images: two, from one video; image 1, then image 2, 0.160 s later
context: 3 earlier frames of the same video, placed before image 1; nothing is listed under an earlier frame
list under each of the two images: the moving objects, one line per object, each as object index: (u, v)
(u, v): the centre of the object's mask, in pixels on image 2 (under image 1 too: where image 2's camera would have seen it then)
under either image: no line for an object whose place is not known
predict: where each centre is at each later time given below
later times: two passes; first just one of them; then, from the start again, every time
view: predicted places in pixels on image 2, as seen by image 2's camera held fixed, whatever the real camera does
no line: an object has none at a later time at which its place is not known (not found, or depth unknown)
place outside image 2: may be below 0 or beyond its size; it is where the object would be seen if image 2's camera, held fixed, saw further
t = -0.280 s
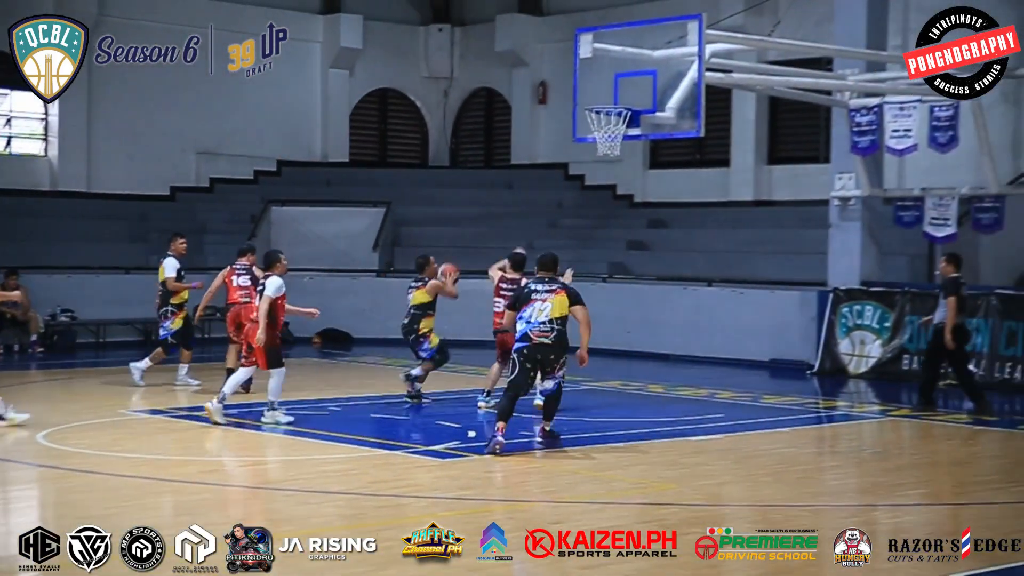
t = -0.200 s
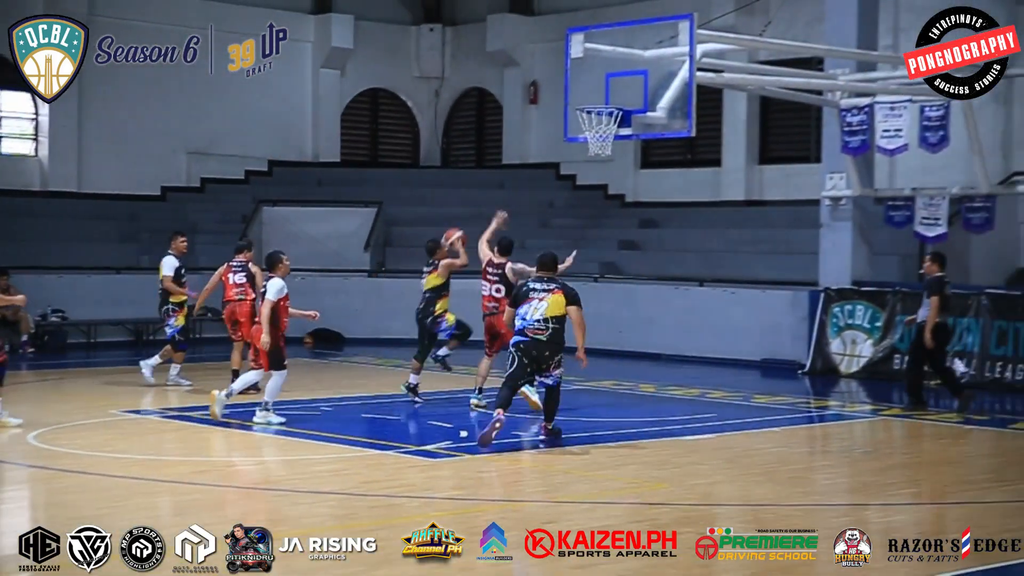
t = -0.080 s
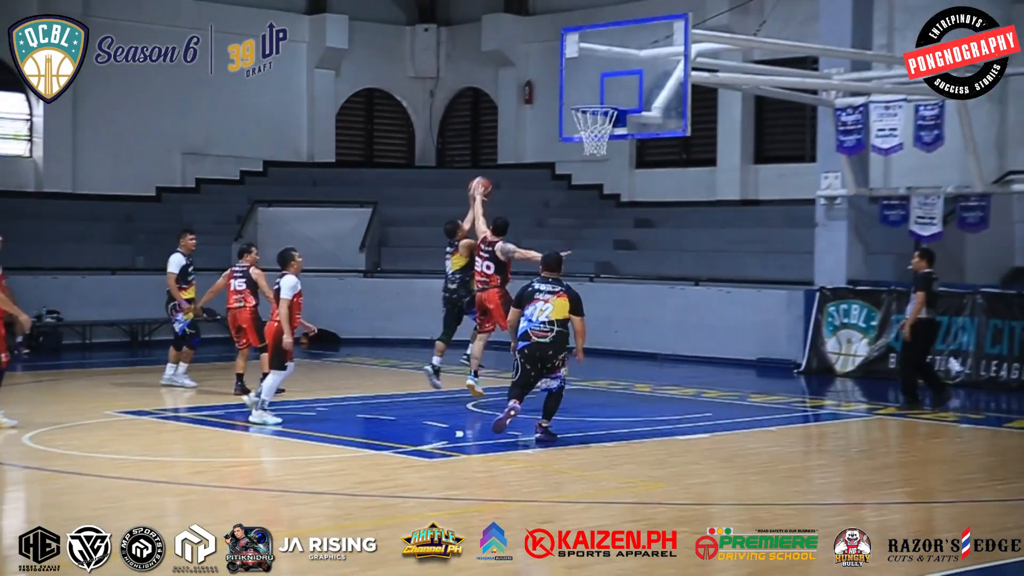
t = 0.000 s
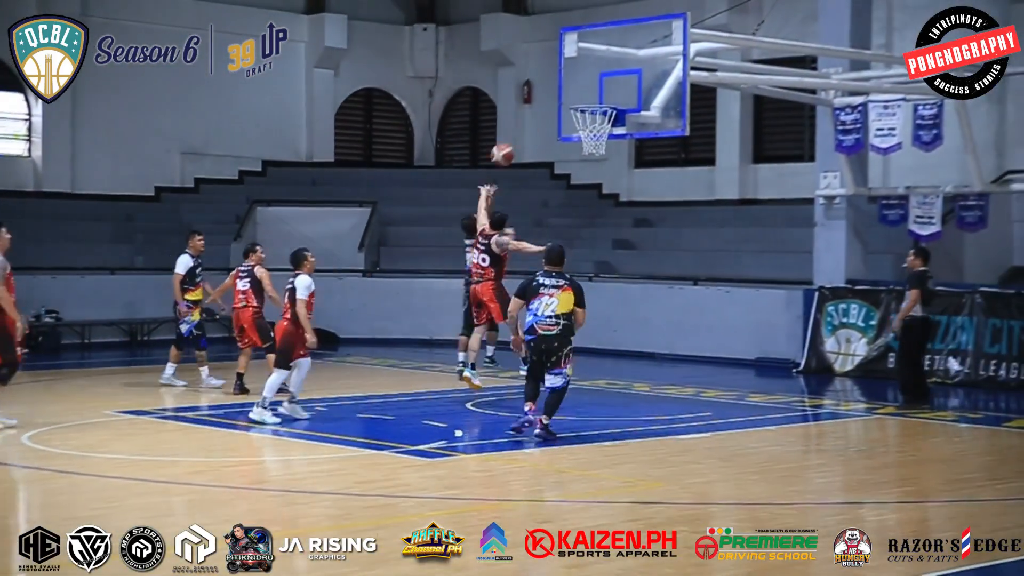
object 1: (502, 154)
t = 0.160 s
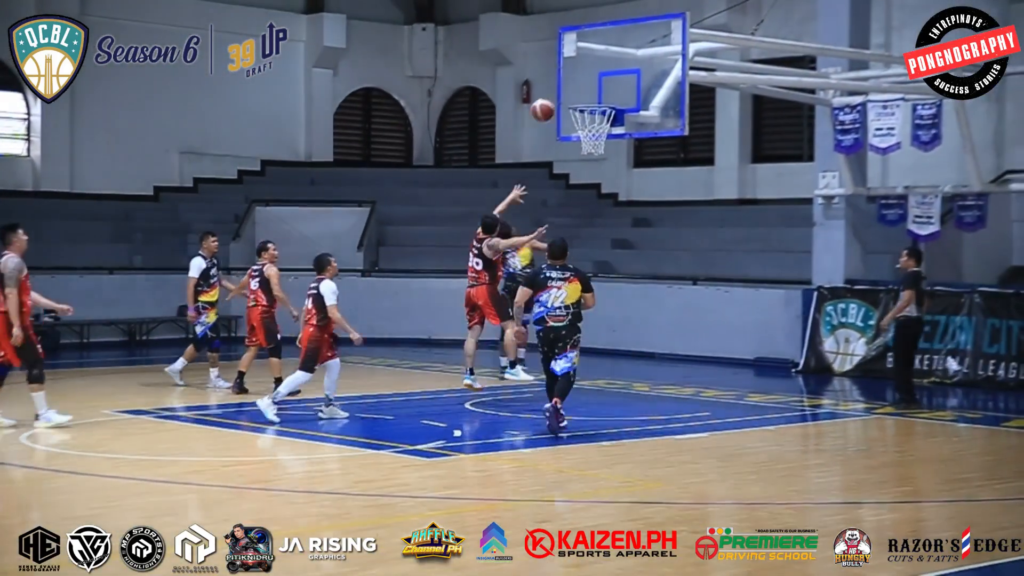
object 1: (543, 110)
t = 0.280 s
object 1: (579, 86)
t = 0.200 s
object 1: (556, 99)
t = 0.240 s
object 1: (565, 93)
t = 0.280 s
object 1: (579, 86)
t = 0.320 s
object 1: (588, 83)
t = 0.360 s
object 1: (596, 81)
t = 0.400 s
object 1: (598, 79)
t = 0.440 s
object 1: (598, 80)
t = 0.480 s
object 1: (598, 83)
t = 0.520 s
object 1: (598, 85)
